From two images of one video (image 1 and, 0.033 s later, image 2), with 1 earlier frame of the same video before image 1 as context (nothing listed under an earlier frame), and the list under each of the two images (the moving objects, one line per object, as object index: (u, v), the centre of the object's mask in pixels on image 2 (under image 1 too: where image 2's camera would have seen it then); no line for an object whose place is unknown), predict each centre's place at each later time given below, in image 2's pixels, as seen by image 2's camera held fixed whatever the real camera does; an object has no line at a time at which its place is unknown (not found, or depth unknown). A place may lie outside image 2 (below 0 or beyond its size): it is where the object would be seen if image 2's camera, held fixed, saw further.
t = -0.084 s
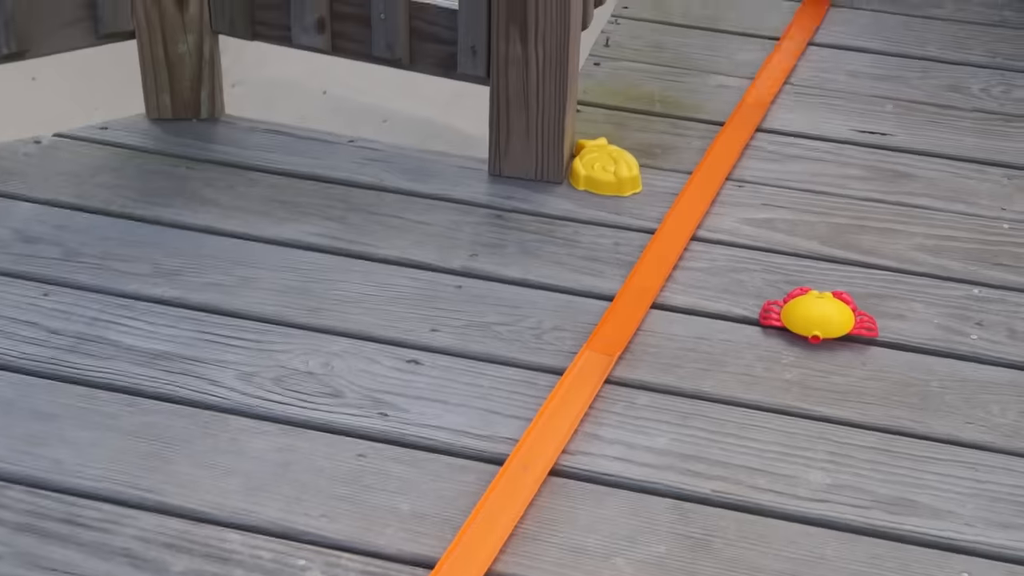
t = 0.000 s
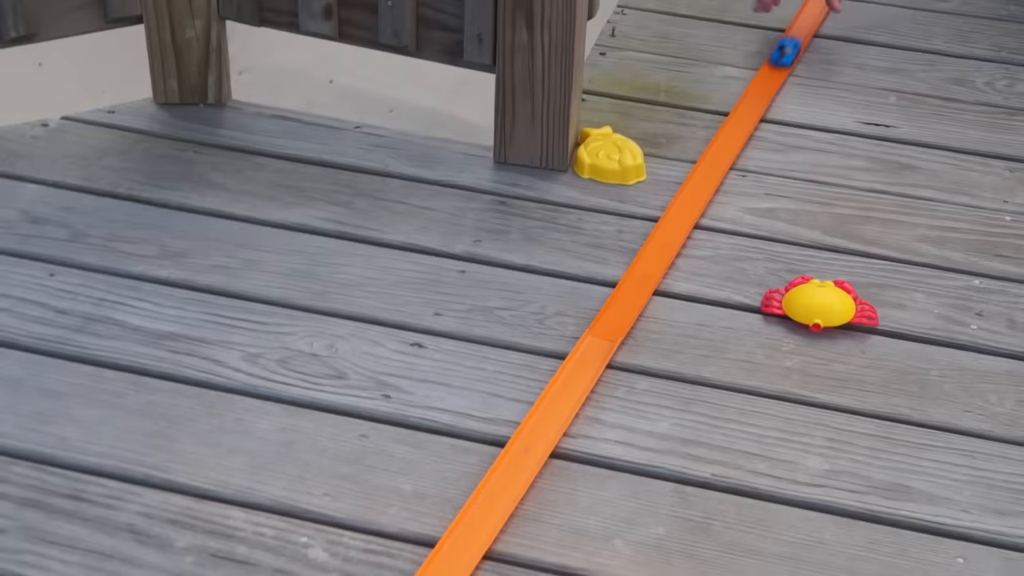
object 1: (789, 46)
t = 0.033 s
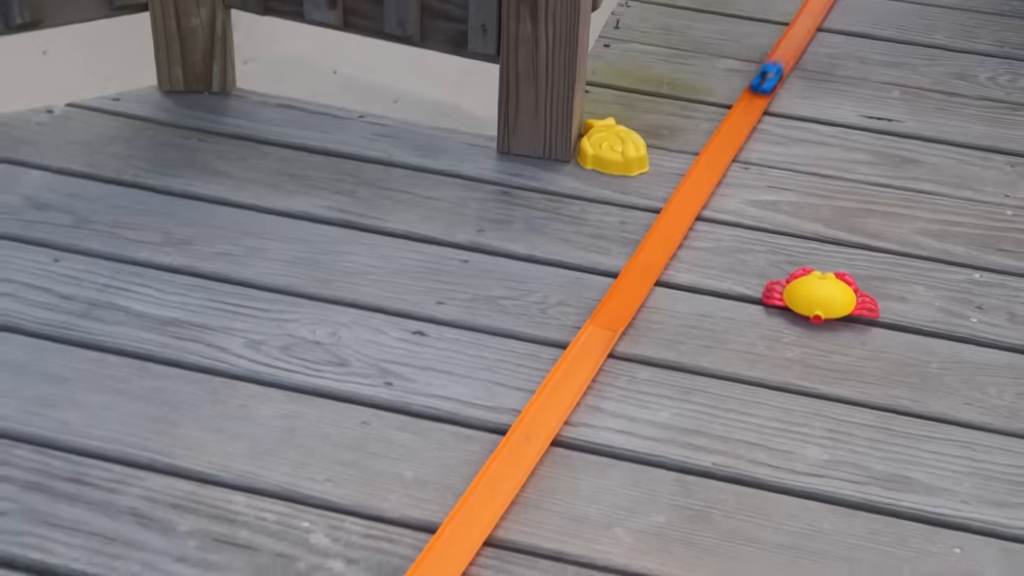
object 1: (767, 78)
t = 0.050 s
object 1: (755, 95)
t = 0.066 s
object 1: (742, 113)
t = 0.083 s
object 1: (729, 130)
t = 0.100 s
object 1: (717, 149)
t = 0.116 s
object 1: (705, 169)
